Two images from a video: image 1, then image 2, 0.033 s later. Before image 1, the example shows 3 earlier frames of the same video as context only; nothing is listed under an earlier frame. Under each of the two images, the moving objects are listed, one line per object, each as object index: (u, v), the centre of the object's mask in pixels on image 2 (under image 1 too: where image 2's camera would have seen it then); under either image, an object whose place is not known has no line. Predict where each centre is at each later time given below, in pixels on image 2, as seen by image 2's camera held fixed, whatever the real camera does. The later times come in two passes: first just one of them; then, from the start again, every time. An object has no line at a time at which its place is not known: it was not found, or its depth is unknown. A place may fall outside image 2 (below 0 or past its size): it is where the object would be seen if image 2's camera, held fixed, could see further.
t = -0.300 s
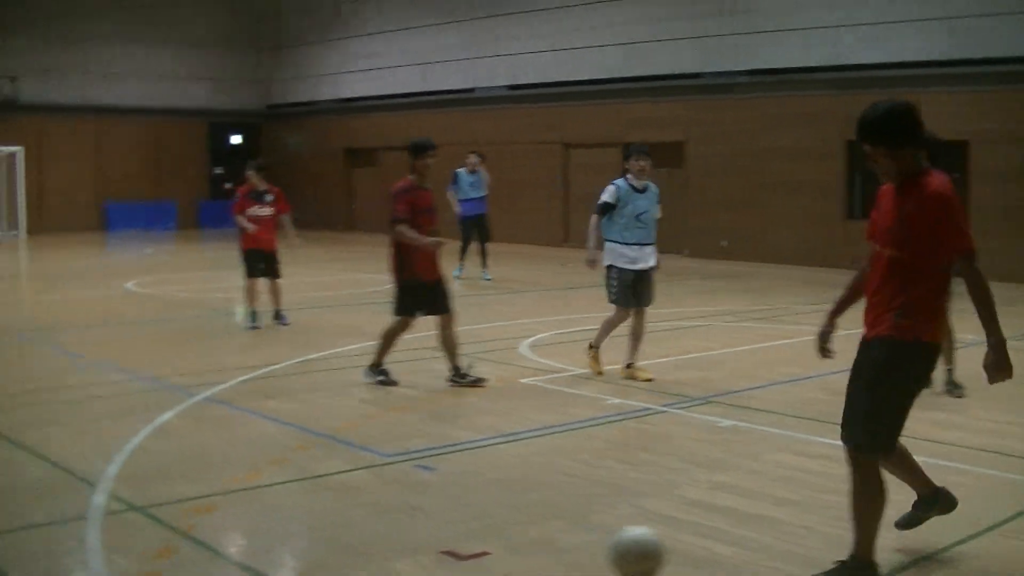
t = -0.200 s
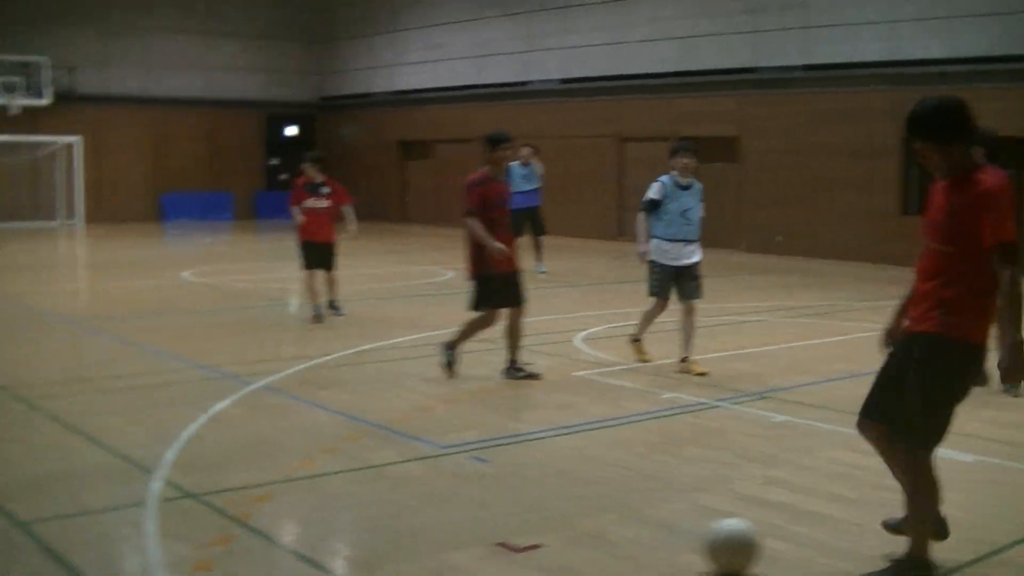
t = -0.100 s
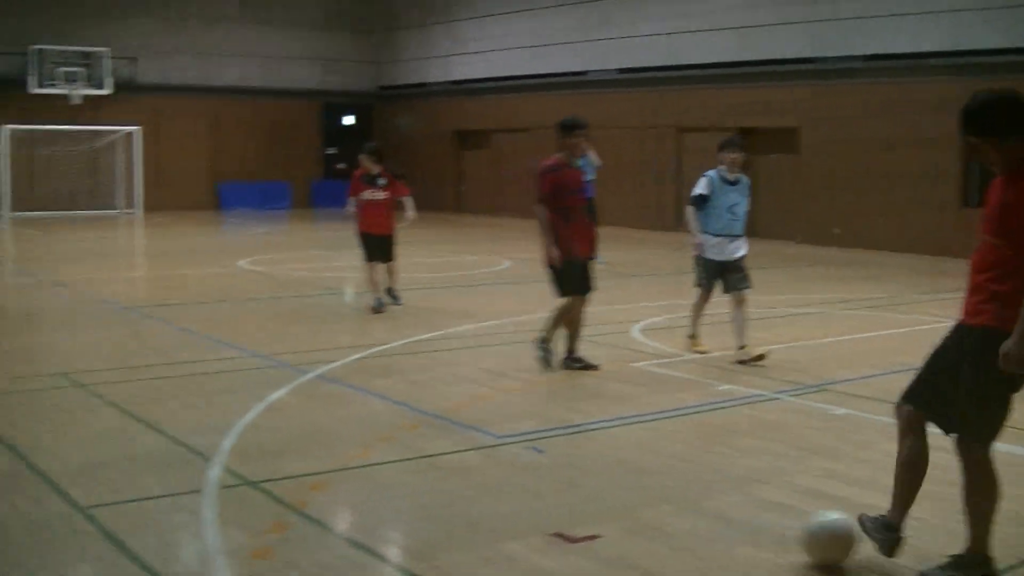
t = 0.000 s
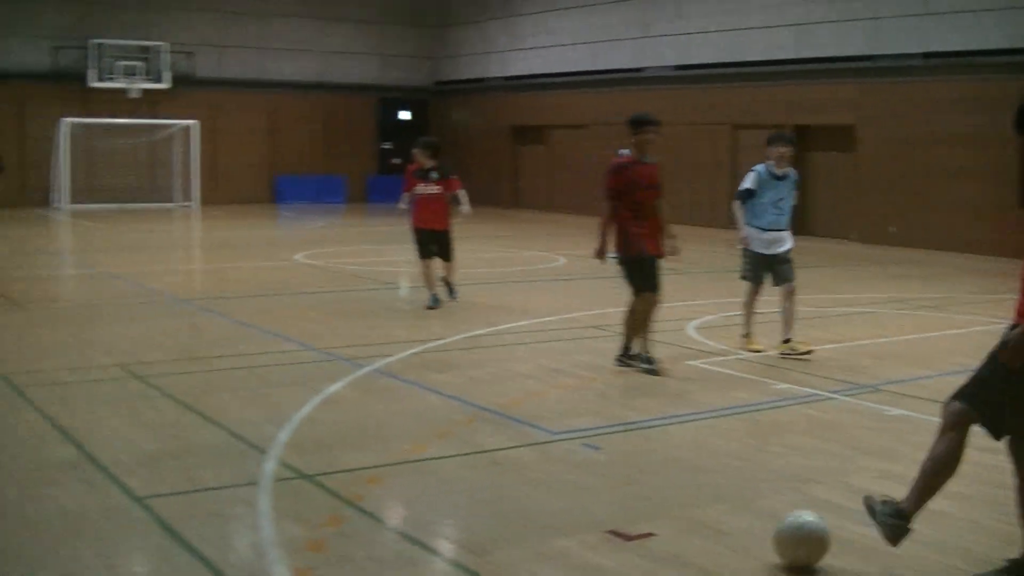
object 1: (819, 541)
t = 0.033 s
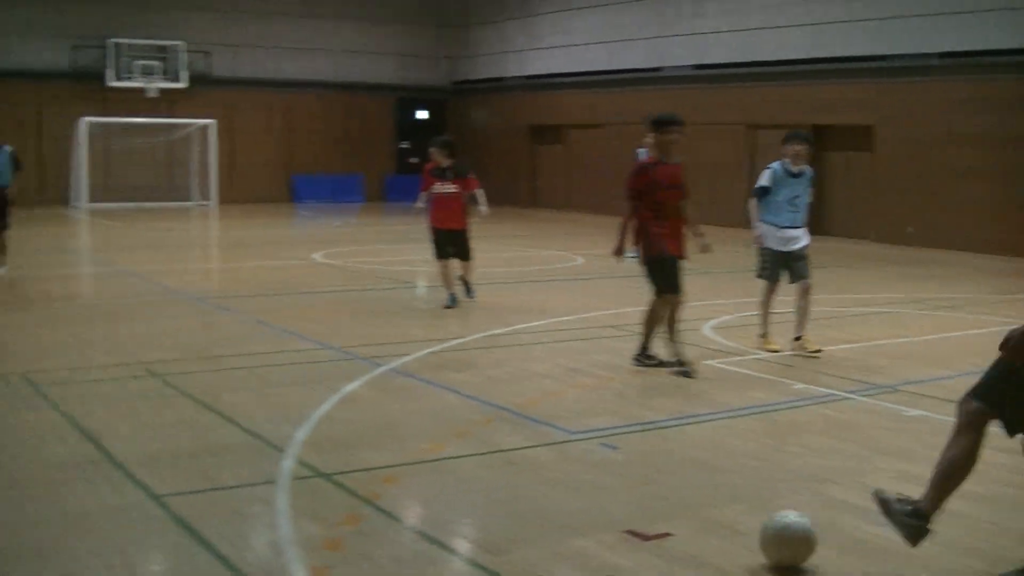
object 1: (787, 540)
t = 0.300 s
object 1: (585, 539)
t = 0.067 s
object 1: (758, 539)
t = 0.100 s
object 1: (730, 538)
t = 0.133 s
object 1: (704, 538)
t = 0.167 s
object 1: (678, 538)
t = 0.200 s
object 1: (654, 538)
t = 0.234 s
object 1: (630, 539)
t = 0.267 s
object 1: (608, 539)
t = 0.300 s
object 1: (585, 539)
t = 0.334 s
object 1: (562, 539)
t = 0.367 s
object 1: (539, 539)
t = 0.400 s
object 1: (517, 539)
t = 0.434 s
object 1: (493, 540)
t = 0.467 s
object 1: (470, 539)
